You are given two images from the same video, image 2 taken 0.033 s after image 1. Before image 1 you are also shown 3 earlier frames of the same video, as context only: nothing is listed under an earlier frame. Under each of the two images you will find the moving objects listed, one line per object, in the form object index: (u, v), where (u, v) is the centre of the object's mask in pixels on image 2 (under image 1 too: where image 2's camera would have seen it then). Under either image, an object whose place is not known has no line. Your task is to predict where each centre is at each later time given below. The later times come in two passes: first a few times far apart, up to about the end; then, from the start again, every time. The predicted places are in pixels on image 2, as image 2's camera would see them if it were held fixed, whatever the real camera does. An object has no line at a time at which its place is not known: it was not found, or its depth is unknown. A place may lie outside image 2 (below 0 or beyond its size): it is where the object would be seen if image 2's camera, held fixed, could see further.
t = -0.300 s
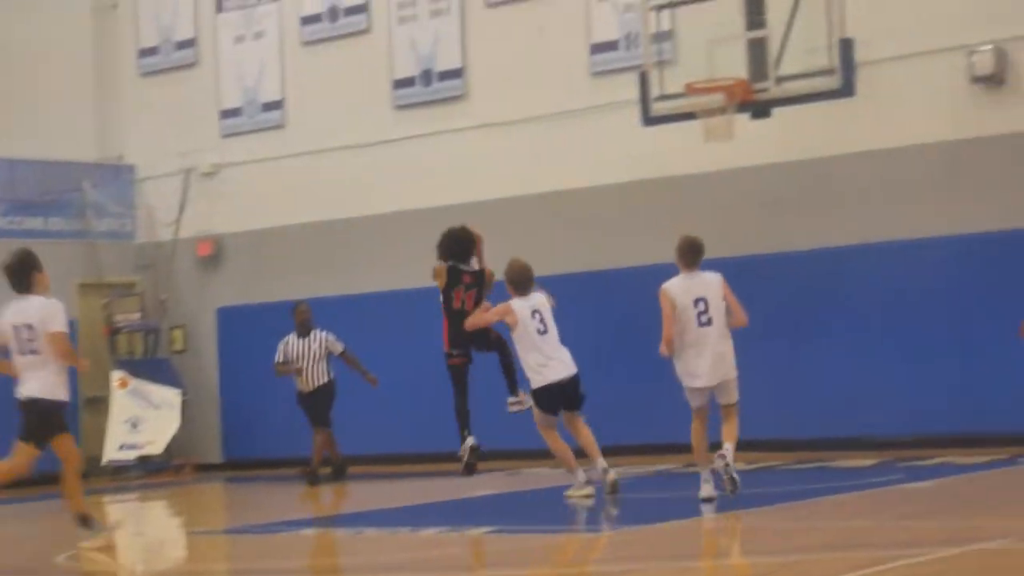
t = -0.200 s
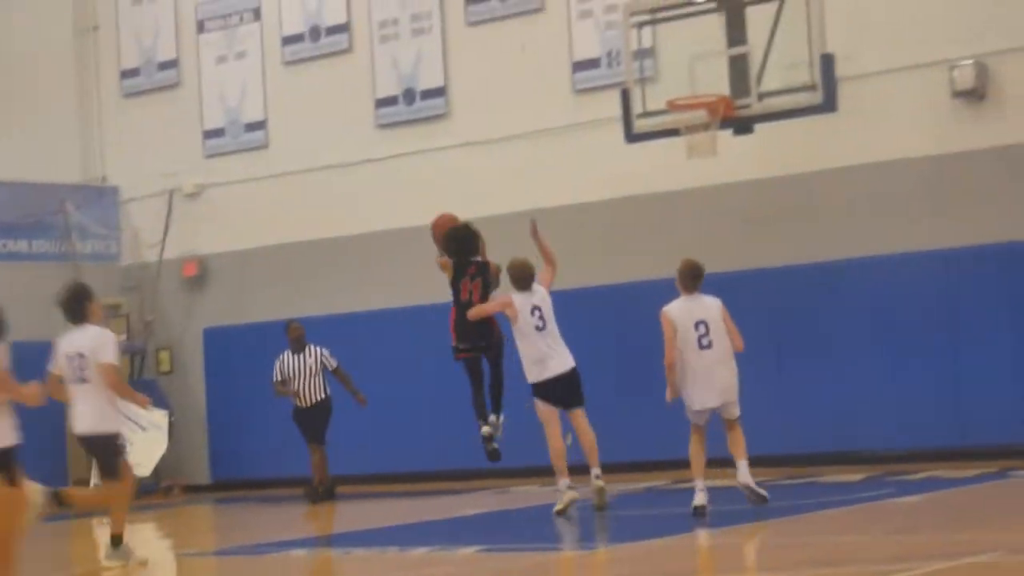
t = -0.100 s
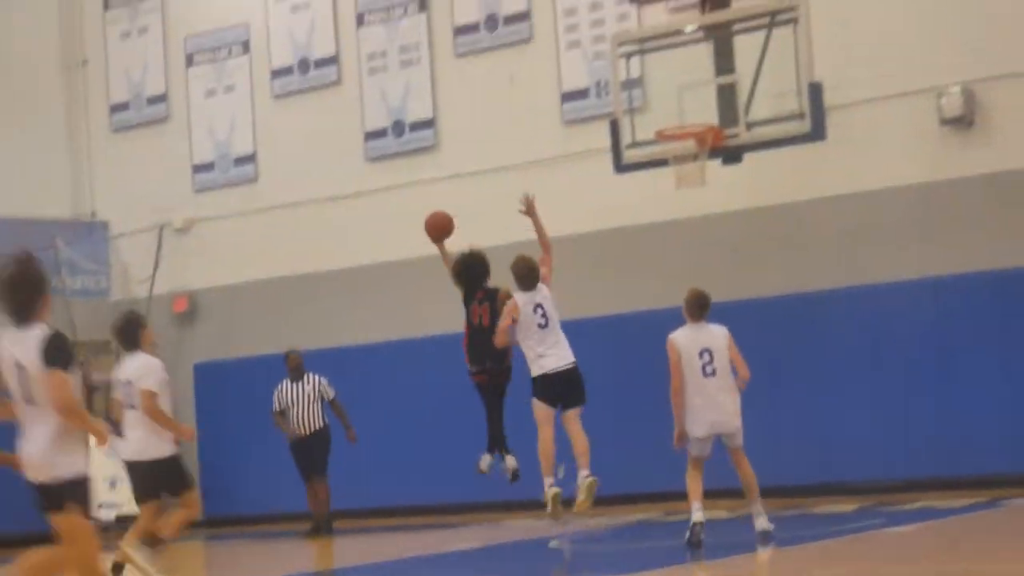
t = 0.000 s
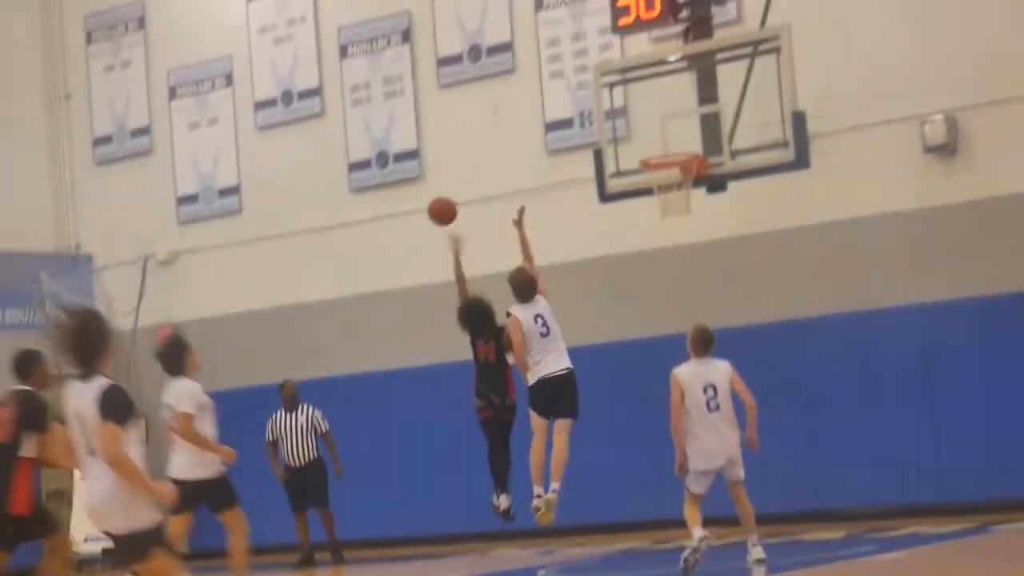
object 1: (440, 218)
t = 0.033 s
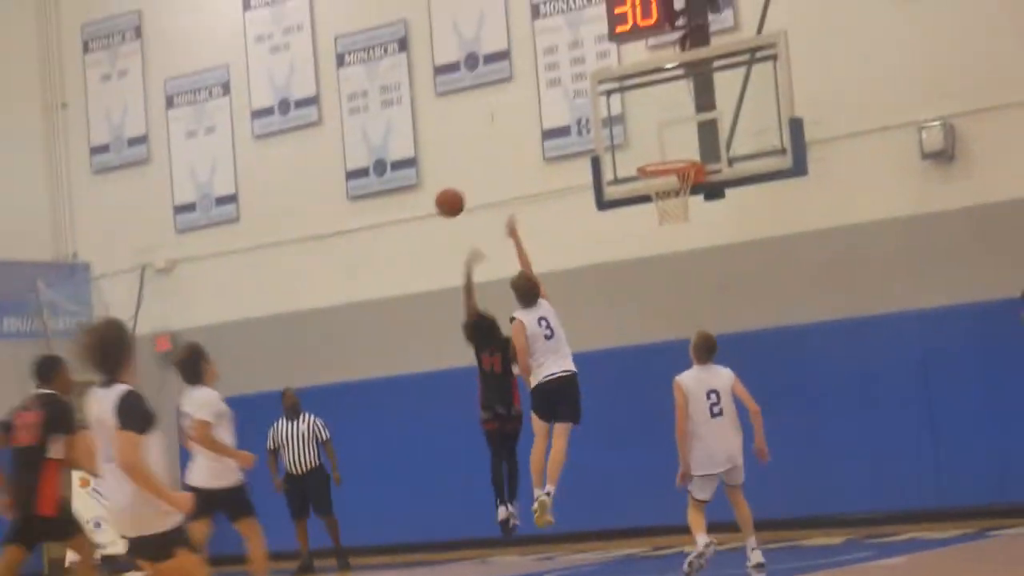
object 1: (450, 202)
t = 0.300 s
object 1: (530, 121)
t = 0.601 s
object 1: (630, 134)
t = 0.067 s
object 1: (459, 187)
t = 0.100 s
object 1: (469, 173)
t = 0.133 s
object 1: (479, 161)
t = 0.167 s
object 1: (489, 151)
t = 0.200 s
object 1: (500, 141)
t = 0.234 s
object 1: (510, 133)
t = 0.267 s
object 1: (520, 127)
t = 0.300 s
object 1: (530, 121)
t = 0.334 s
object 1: (541, 117)
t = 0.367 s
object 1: (551, 115)
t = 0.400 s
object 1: (563, 114)
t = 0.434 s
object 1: (574, 114)
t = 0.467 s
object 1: (585, 115)
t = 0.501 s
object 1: (596, 118)
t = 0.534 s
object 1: (607, 122)
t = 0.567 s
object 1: (618, 127)
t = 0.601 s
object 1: (630, 134)
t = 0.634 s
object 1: (642, 142)
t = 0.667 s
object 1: (654, 150)
